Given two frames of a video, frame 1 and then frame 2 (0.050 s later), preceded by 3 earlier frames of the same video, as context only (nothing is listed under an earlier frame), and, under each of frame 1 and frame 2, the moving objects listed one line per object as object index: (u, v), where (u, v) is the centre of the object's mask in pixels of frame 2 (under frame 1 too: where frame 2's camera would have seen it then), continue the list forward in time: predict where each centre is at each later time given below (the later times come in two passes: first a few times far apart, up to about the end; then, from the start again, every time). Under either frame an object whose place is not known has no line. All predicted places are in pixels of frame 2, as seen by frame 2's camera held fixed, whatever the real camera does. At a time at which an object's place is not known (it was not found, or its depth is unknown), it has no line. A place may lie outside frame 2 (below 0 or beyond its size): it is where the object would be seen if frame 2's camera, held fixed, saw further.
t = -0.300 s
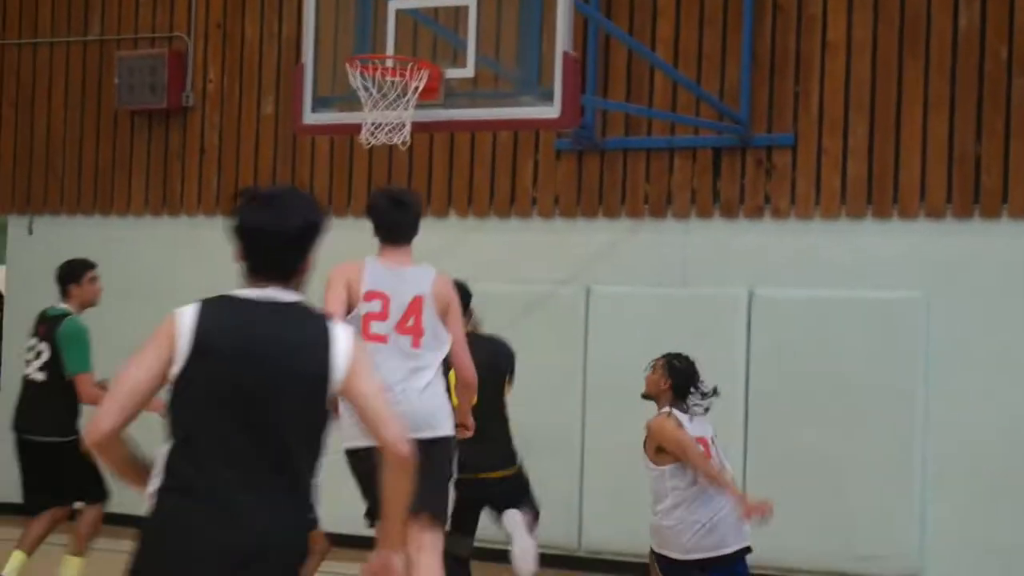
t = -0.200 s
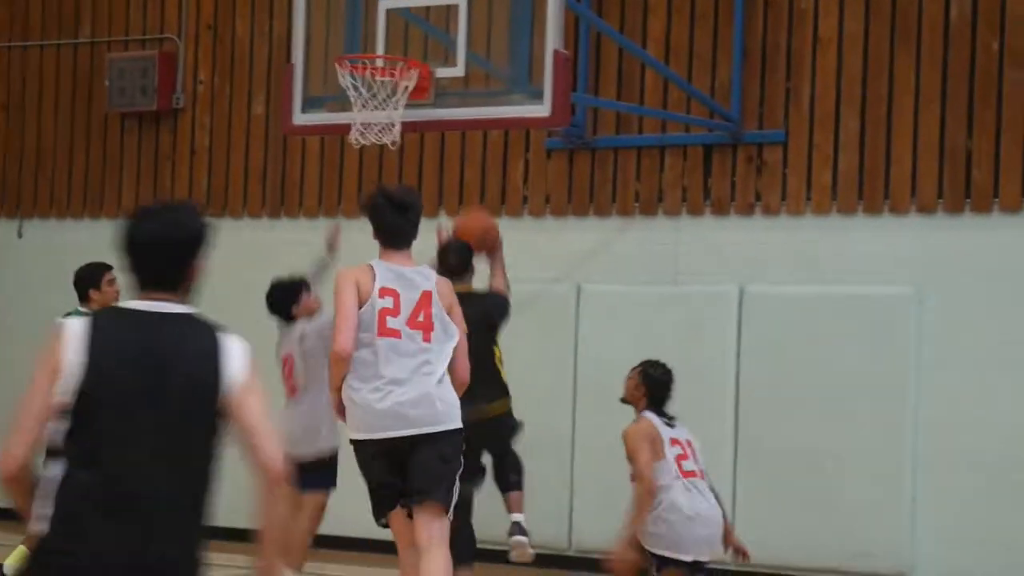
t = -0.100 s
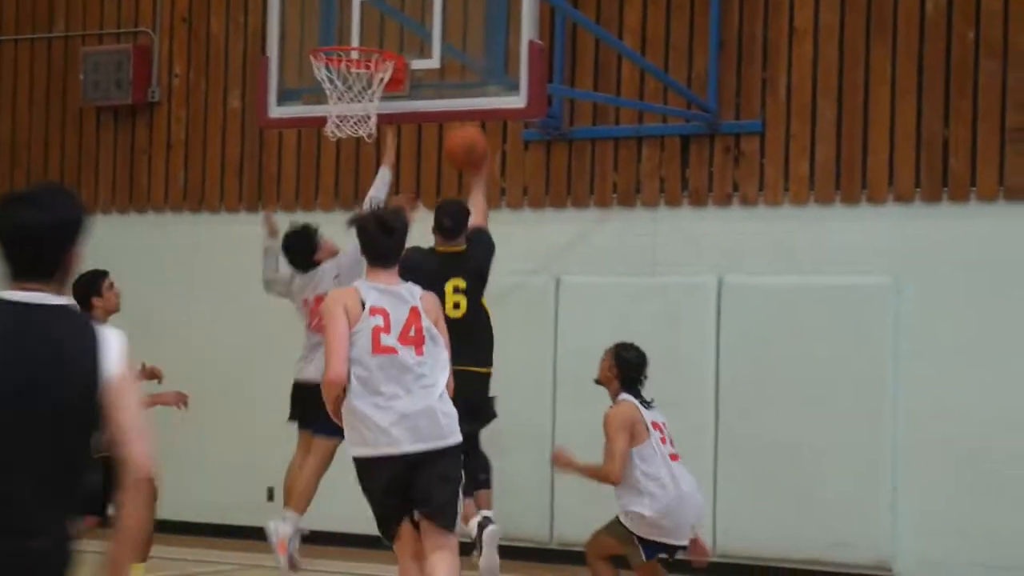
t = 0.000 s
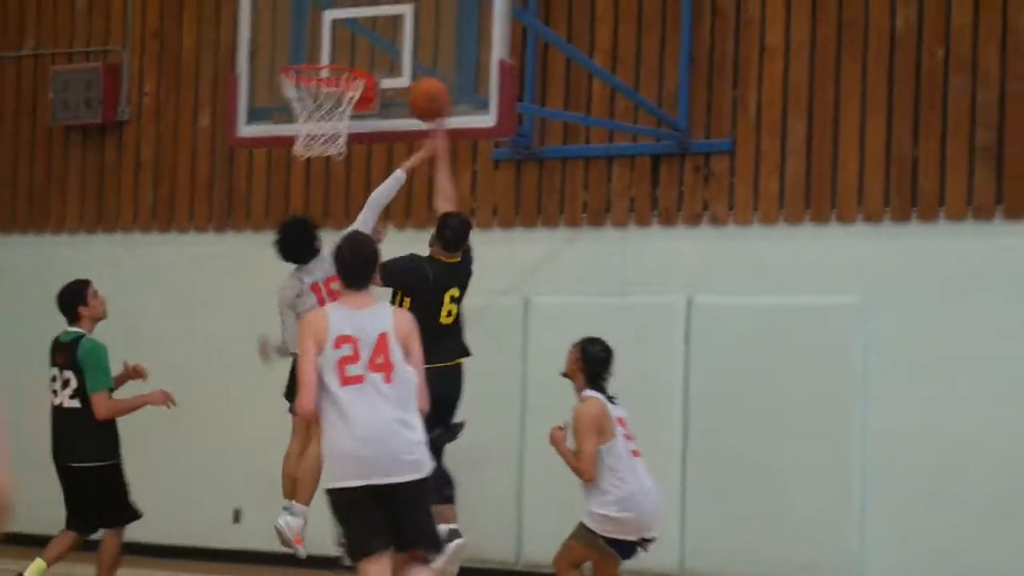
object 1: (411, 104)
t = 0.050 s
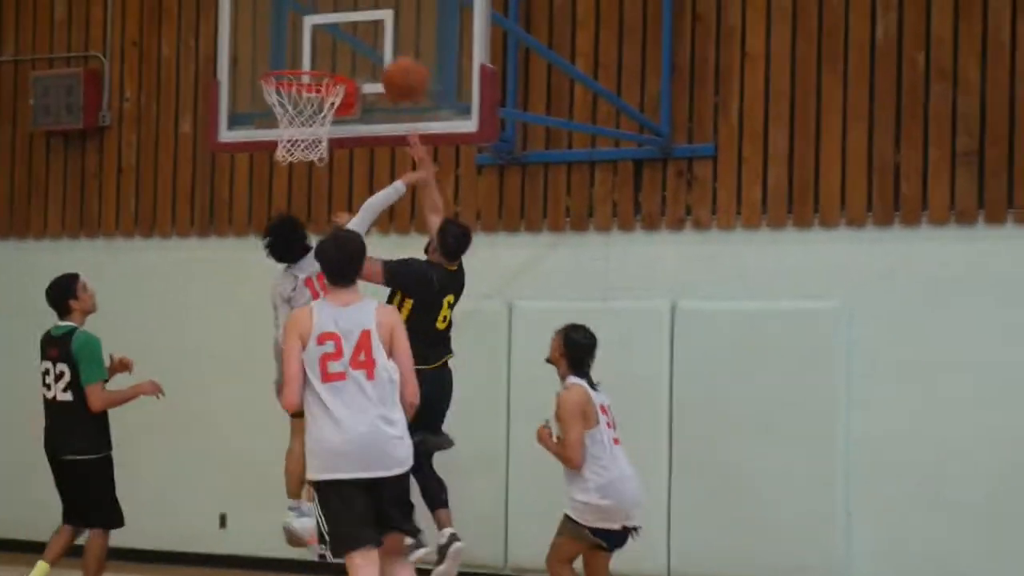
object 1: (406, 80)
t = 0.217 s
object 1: (384, 26)
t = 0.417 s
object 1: (324, 16)
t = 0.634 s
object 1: (279, 46)
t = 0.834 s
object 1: (307, 47)
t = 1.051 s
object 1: (292, 87)
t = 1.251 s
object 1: (263, 135)
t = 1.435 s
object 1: (273, 197)
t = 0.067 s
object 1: (404, 72)
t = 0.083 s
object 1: (400, 64)
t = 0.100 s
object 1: (397, 57)
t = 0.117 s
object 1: (395, 51)
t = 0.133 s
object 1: (393, 46)
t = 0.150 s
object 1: (391, 41)
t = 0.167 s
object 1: (390, 36)
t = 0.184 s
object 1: (388, 33)
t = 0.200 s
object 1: (387, 29)
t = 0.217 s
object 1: (384, 26)
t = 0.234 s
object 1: (381, 24)
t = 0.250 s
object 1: (378, 23)
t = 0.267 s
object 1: (372, 20)
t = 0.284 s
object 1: (368, 17)
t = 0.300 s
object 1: (362, 15)
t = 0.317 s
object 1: (357, 14)
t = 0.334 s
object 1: (352, 13)
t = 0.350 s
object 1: (346, 12)
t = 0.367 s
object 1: (340, 12)
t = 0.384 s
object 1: (335, 13)
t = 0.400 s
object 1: (330, 14)
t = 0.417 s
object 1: (324, 16)
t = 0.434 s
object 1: (318, 18)
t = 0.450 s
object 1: (312, 22)
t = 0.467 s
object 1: (307, 25)
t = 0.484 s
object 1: (301, 29)
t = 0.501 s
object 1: (295, 33)
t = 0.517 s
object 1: (291, 38)
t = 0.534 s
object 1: (284, 43)
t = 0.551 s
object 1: (277, 48)
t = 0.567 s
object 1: (274, 53)
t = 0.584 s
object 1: (274, 54)
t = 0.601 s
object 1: (275, 51)
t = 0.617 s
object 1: (277, 49)
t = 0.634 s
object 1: (279, 46)
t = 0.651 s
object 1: (281, 42)
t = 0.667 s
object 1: (283, 41)
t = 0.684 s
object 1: (286, 40)
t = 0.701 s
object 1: (289, 38)
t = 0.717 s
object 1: (291, 38)
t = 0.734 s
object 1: (293, 38)
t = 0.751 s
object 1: (295, 38)
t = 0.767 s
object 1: (298, 39)
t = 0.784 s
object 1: (301, 40)
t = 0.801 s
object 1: (302, 42)
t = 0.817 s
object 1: (305, 44)
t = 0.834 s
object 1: (307, 47)
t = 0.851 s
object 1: (308, 50)
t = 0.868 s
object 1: (311, 53)
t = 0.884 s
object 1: (313, 55)
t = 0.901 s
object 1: (314, 58)
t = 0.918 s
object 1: (316, 61)
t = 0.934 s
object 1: (317, 63)
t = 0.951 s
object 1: (314, 63)
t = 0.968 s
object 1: (311, 64)
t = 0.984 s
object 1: (309, 72)
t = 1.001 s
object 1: (306, 77)
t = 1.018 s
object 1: (301, 75)
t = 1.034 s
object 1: (295, 84)
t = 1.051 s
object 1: (292, 87)
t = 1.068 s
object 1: (287, 90)
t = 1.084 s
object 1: (280, 94)
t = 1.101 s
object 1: (279, 97)
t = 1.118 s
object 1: (274, 102)
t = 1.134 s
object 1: (270, 109)
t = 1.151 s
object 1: (267, 114)
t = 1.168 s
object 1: (265, 118)
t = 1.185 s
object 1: (264, 121)
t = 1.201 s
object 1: (262, 123)
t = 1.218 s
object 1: (261, 127)
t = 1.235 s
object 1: (261, 132)
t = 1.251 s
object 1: (263, 135)
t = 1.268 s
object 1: (263, 137)
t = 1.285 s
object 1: (263, 143)
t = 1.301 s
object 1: (266, 151)
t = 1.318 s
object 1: (267, 154)
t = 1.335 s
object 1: (267, 157)
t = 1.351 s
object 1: (268, 162)
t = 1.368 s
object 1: (268, 167)
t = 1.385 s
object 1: (269, 174)
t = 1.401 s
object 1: (270, 182)
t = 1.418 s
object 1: (272, 191)
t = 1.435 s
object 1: (273, 197)
